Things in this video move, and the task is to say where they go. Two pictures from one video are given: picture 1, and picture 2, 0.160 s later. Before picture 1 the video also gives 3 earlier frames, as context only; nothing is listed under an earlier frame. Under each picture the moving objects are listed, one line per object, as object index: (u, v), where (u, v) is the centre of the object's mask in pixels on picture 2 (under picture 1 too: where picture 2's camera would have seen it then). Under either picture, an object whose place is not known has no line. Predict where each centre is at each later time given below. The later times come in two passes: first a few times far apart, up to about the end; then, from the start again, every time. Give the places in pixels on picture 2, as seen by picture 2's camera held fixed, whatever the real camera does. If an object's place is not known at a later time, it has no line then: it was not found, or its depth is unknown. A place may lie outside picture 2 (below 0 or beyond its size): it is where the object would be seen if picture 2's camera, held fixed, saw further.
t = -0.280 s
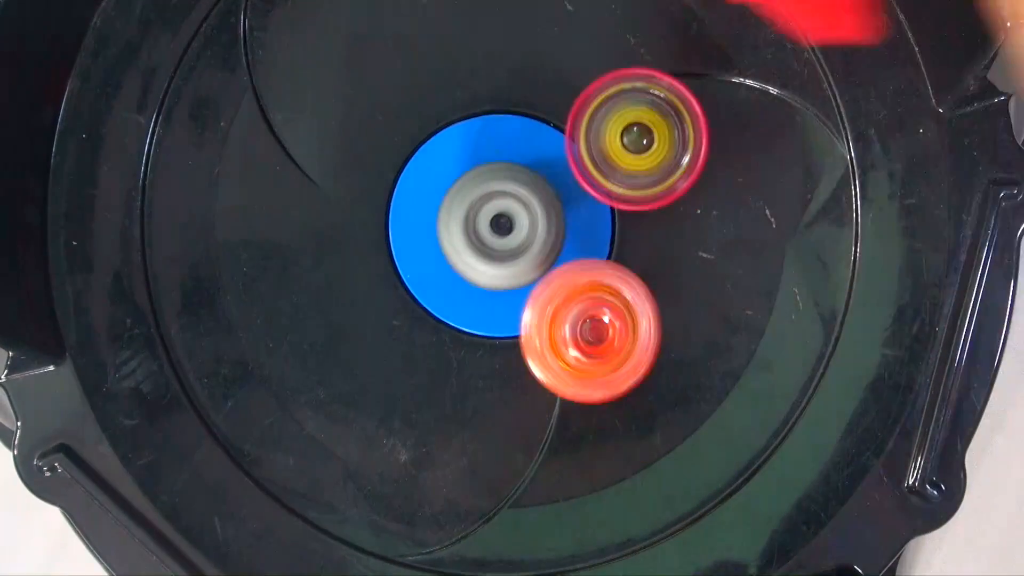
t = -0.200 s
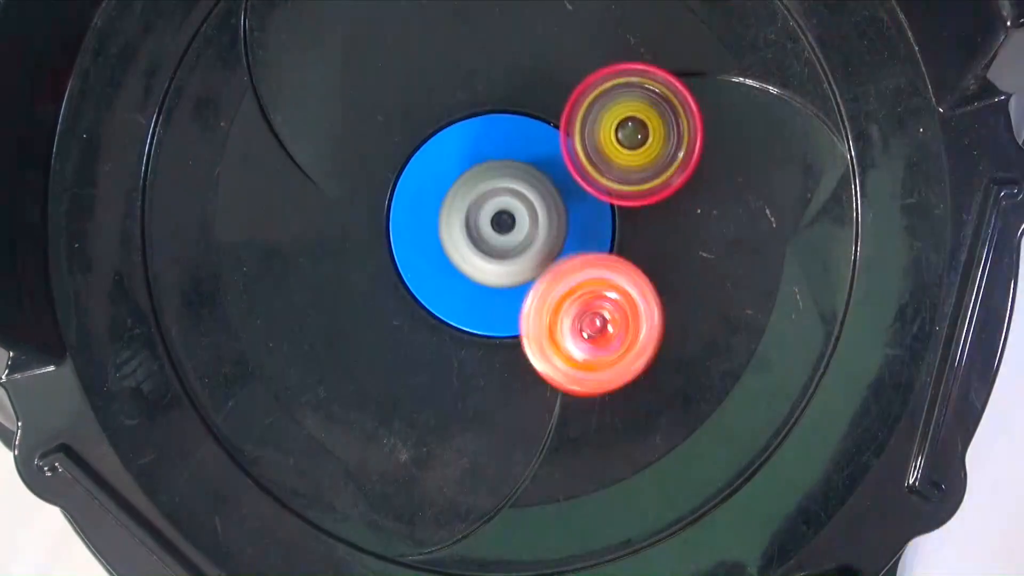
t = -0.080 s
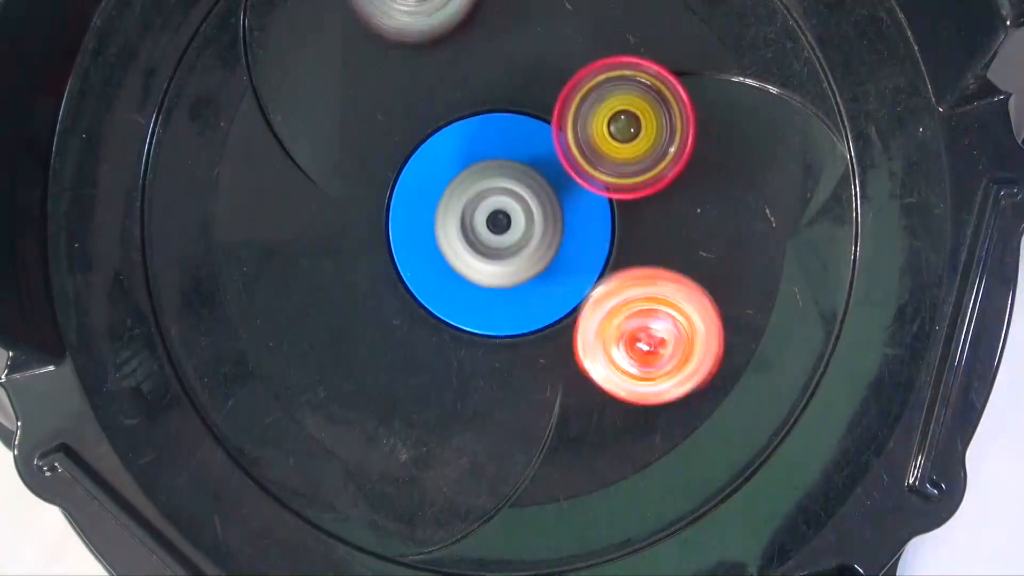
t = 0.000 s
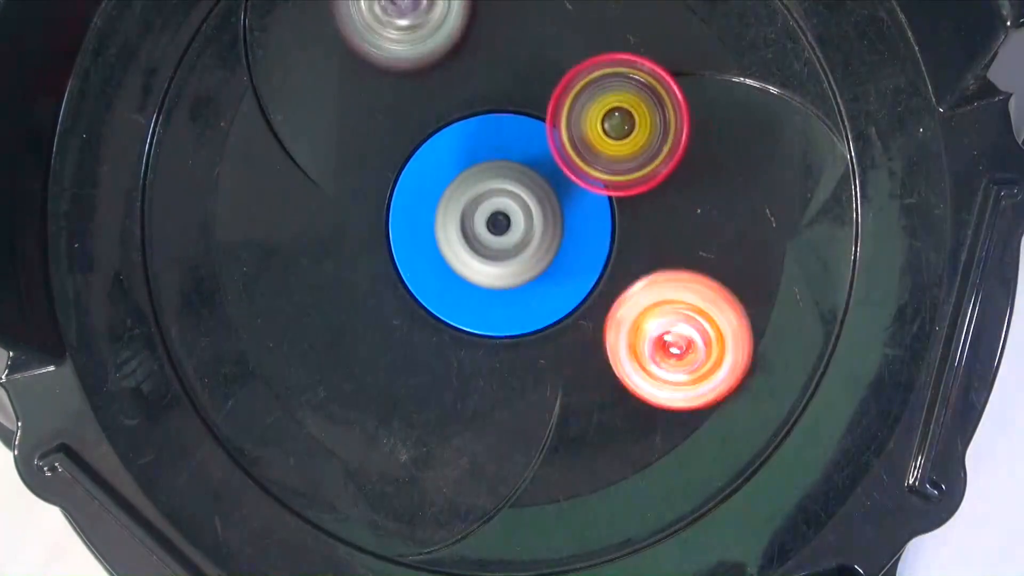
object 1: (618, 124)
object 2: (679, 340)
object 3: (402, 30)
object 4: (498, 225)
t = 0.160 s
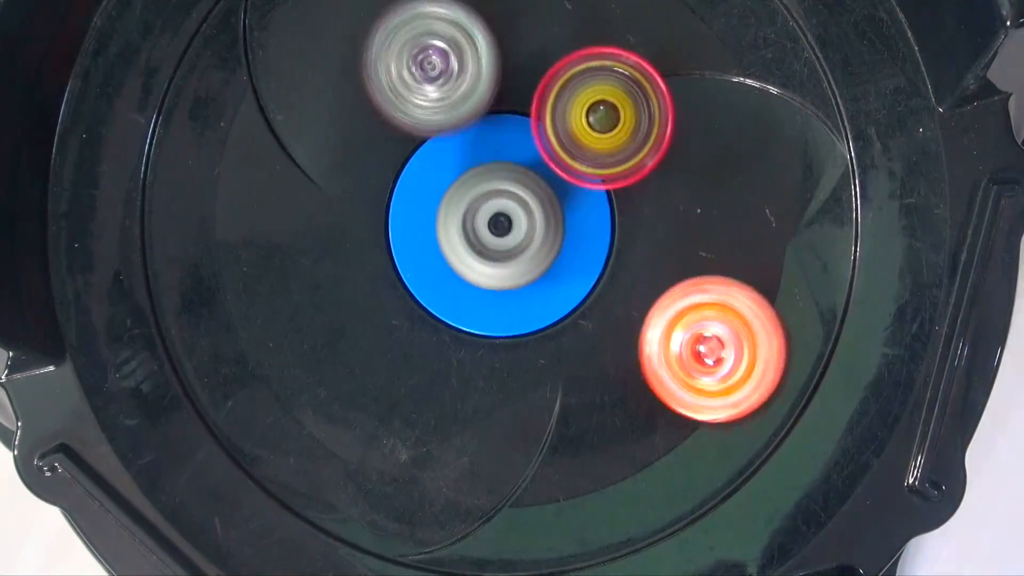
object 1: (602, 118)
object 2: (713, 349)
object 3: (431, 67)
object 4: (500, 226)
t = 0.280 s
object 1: (644, 145)
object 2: (716, 363)
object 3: (436, 98)
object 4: (498, 222)
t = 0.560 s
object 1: (668, 168)
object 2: (671, 355)
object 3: (413, 107)
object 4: (498, 224)
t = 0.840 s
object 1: (671, 162)
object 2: (605, 305)
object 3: (400, 99)
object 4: (497, 224)
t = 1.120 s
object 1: (651, 148)
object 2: (644, 310)
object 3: (366, 56)
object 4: (503, 225)
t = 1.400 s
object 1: (623, 126)
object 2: (630, 300)
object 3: (347, 63)
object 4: (500, 222)
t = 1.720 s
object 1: (600, 101)
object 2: (656, 283)
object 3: (426, 108)
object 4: (501, 226)
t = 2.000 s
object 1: (599, 92)
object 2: (662, 295)
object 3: (453, 88)
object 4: (500, 227)
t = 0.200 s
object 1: (597, 116)
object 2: (717, 355)
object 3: (449, 95)
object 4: (498, 224)
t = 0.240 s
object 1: (619, 130)
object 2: (716, 360)
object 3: (443, 96)
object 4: (501, 225)
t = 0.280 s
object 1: (644, 145)
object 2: (716, 363)
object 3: (436, 98)
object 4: (498, 222)
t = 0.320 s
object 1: (659, 157)
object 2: (712, 367)
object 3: (432, 112)
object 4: (502, 223)
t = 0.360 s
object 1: (664, 158)
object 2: (709, 367)
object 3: (429, 104)
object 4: (501, 226)
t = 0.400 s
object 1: (664, 159)
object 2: (701, 369)
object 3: (422, 97)
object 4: (498, 224)
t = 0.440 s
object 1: (666, 162)
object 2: (694, 368)
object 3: (419, 96)
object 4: (501, 225)
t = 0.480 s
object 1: (666, 163)
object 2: (688, 366)
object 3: (415, 98)
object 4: (500, 222)
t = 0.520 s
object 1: (668, 166)
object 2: (678, 361)
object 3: (413, 104)
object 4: (502, 224)
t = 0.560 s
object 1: (668, 168)
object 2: (671, 355)
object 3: (413, 107)
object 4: (498, 224)
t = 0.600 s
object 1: (667, 170)
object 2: (660, 343)
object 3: (416, 116)
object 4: (500, 222)
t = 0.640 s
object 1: (668, 173)
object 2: (652, 333)
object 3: (409, 105)
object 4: (509, 227)
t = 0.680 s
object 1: (665, 175)
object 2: (645, 323)
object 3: (403, 95)
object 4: (500, 222)
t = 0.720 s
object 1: (671, 167)
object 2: (629, 317)
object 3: (401, 92)
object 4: (502, 225)
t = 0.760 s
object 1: (674, 163)
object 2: (615, 315)
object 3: (399, 92)
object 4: (496, 224)
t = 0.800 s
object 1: (672, 163)
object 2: (601, 303)
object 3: (398, 95)
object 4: (499, 221)
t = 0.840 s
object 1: (671, 162)
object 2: (605, 305)
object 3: (400, 99)
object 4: (497, 224)
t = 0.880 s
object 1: (670, 163)
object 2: (616, 312)
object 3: (402, 105)
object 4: (500, 225)
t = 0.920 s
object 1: (666, 163)
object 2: (623, 312)
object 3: (409, 115)
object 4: (498, 224)
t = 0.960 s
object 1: (664, 161)
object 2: (627, 307)
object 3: (414, 122)
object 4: (503, 225)
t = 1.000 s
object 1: (661, 158)
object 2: (632, 307)
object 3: (393, 85)
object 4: (502, 224)
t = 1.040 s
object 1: (659, 154)
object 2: (635, 309)
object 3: (384, 72)
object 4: (498, 228)
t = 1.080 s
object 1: (654, 152)
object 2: (638, 308)
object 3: (376, 62)
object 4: (500, 221)
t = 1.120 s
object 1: (651, 148)
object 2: (644, 310)
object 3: (366, 56)
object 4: (503, 225)
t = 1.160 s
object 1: (647, 147)
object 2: (644, 311)
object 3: (359, 54)
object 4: (498, 223)
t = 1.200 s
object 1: (642, 143)
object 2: (644, 309)
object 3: (352, 53)
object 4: (501, 222)
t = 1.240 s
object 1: (639, 140)
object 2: (642, 308)
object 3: (348, 52)
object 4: (500, 226)
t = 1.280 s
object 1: (636, 137)
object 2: (642, 308)
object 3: (346, 53)
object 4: (500, 222)
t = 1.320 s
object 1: (631, 133)
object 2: (640, 306)
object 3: (344, 55)
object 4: (502, 225)
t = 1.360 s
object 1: (627, 131)
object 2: (635, 304)
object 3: (344, 56)
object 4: (499, 224)
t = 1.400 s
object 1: (623, 126)
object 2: (630, 300)
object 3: (347, 63)
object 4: (500, 222)
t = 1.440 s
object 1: (620, 123)
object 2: (627, 297)
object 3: (351, 70)
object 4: (499, 225)
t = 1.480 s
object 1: (617, 121)
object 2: (622, 291)
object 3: (357, 78)
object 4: (502, 223)
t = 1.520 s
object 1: (613, 116)
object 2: (616, 284)
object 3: (370, 91)
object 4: (500, 225)
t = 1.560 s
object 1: (611, 113)
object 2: (618, 283)
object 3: (378, 100)
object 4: (498, 223)
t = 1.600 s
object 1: (609, 111)
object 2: (618, 278)
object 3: (390, 107)
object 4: (499, 223)
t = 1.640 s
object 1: (605, 107)
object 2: (624, 274)
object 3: (408, 118)
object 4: (495, 225)
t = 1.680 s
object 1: (602, 104)
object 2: (641, 277)
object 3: (418, 115)
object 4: (502, 224)
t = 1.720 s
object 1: (600, 101)
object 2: (656, 283)
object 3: (426, 108)
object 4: (501, 226)
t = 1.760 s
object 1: (598, 98)
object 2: (657, 287)
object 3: (428, 104)
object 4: (500, 223)
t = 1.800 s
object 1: (596, 96)
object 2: (660, 287)
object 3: (434, 99)
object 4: (499, 227)
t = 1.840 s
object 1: (594, 93)
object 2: (665, 288)
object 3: (441, 96)
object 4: (498, 224)
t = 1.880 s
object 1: (594, 92)
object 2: (666, 291)
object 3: (447, 94)
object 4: (502, 225)
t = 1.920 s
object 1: (602, 93)
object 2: (665, 293)
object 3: (447, 91)
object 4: (499, 226)
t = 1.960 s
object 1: (600, 94)
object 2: (663, 294)
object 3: (450, 90)
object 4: (501, 222)
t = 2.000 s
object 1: (599, 92)
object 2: (662, 295)
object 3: (453, 88)
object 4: (500, 227)
